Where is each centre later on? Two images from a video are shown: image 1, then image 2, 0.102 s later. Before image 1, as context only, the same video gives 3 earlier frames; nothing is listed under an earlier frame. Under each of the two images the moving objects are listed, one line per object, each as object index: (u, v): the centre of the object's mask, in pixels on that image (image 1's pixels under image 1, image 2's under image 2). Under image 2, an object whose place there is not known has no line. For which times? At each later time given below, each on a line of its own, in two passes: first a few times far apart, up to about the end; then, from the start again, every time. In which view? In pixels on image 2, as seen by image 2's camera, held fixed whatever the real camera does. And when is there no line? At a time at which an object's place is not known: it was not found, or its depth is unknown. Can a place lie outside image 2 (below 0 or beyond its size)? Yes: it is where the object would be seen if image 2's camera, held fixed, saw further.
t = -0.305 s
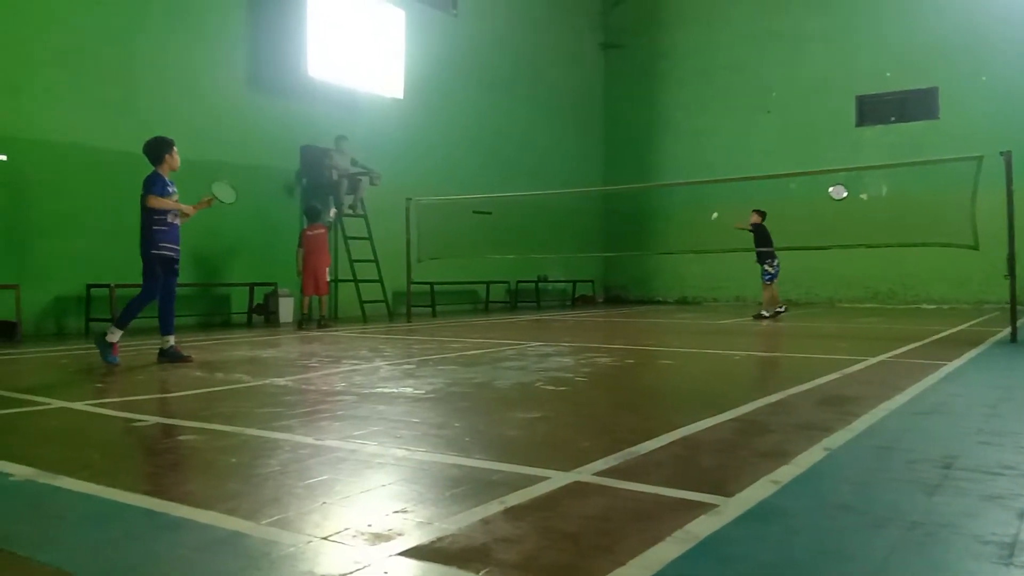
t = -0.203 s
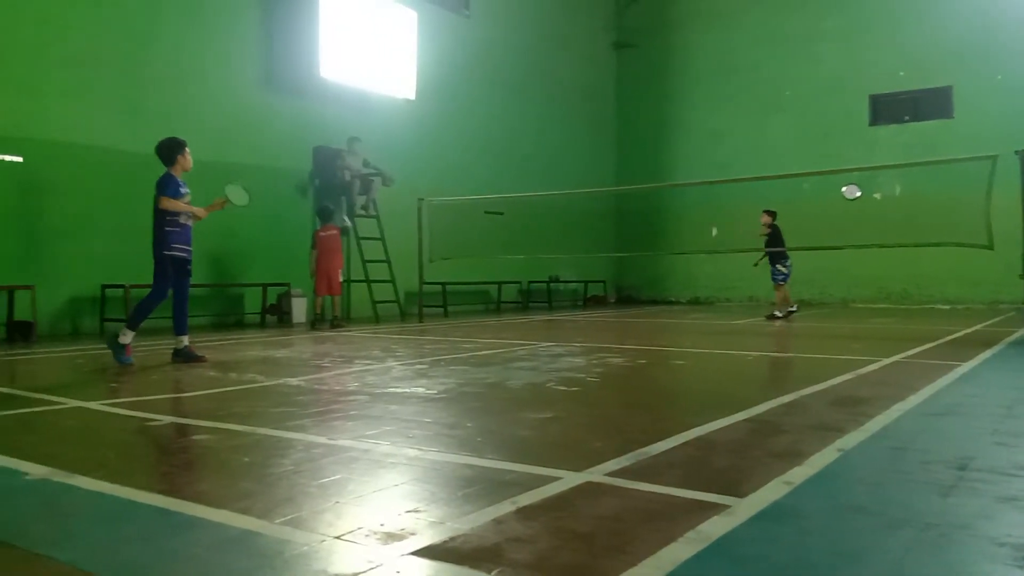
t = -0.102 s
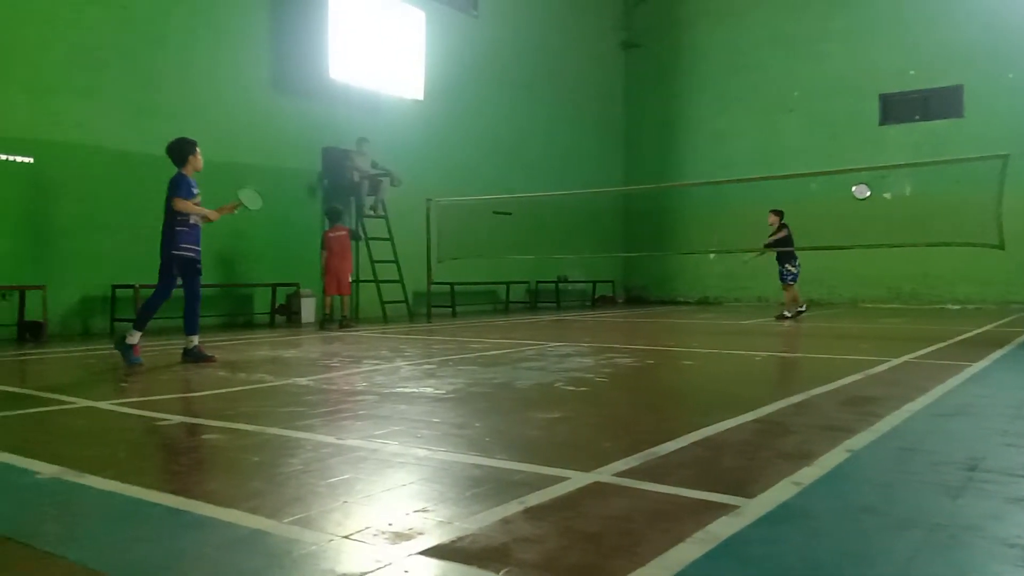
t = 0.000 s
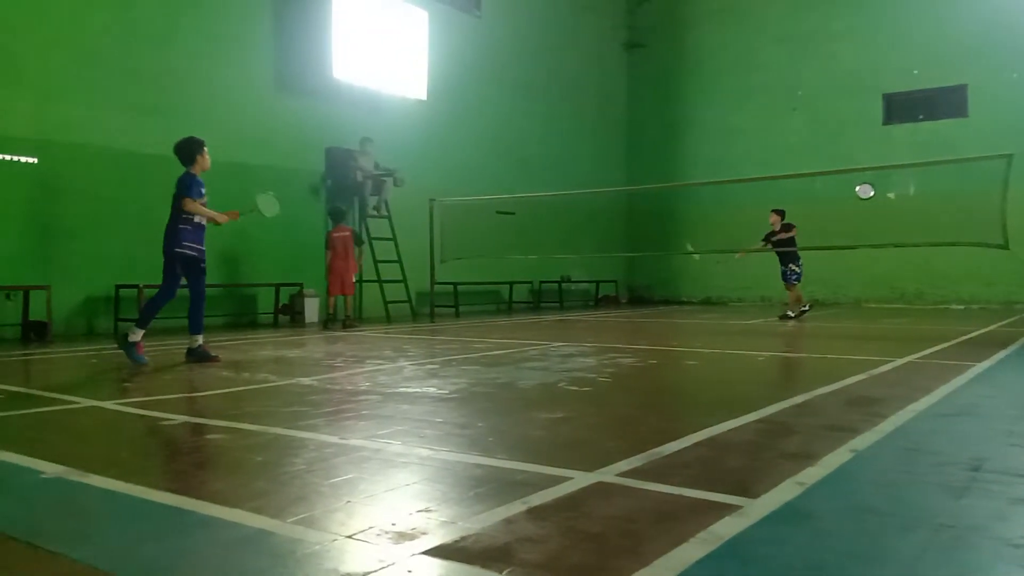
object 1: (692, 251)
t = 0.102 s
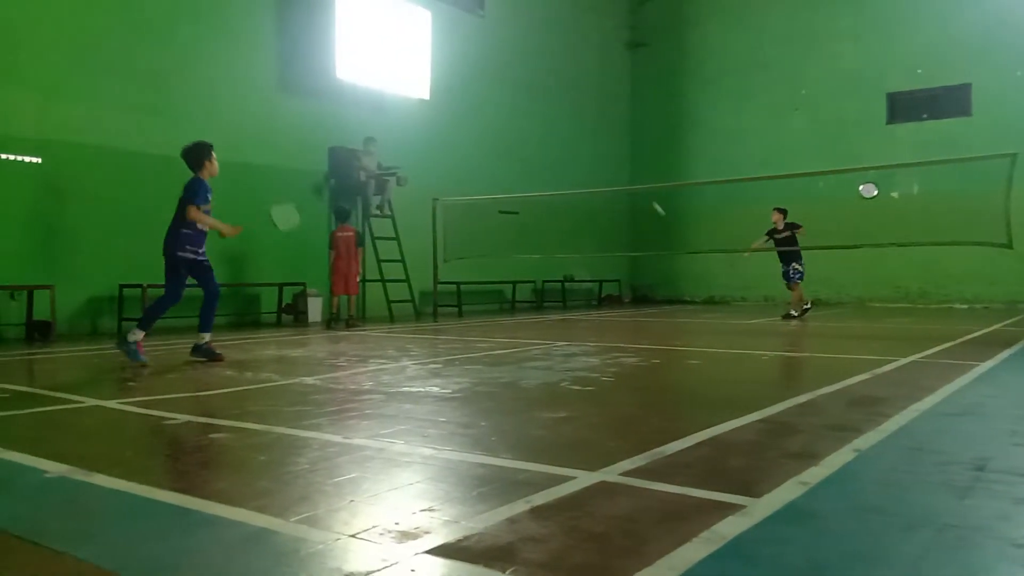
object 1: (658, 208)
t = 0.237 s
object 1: (616, 171)
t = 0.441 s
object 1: (557, 148)
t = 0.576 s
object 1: (519, 154)
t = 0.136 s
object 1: (647, 198)
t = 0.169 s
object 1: (637, 187)
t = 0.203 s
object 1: (626, 178)
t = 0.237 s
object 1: (616, 171)
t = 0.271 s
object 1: (606, 165)
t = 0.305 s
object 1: (596, 159)
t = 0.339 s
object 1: (586, 155)
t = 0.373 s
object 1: (576, 151)
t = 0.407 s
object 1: (566, 149)
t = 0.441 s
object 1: (557, 148)
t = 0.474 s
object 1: (547, 148)
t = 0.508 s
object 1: (538, 149)
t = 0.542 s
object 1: (529, 150)
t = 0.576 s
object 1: (519, 154)
